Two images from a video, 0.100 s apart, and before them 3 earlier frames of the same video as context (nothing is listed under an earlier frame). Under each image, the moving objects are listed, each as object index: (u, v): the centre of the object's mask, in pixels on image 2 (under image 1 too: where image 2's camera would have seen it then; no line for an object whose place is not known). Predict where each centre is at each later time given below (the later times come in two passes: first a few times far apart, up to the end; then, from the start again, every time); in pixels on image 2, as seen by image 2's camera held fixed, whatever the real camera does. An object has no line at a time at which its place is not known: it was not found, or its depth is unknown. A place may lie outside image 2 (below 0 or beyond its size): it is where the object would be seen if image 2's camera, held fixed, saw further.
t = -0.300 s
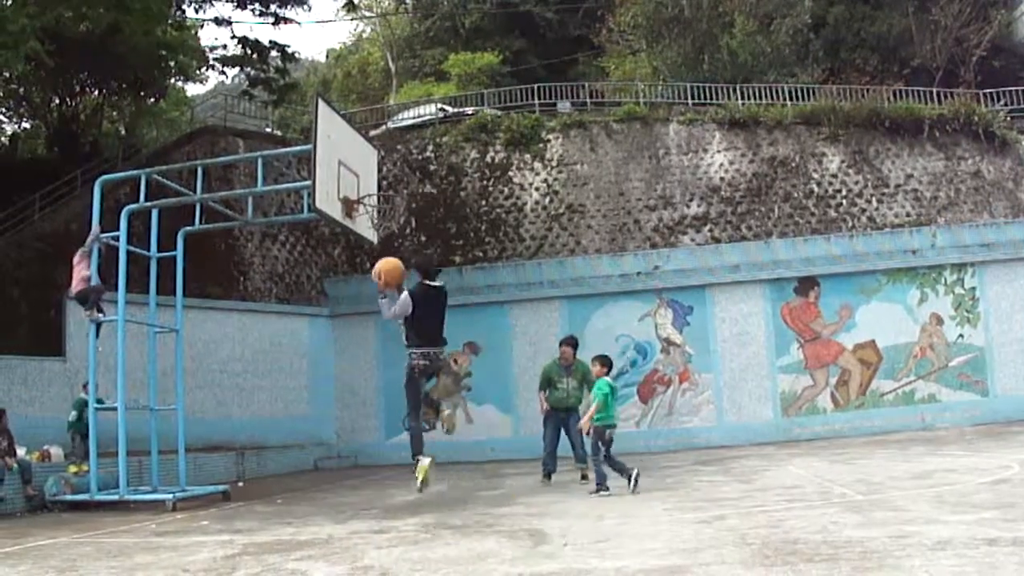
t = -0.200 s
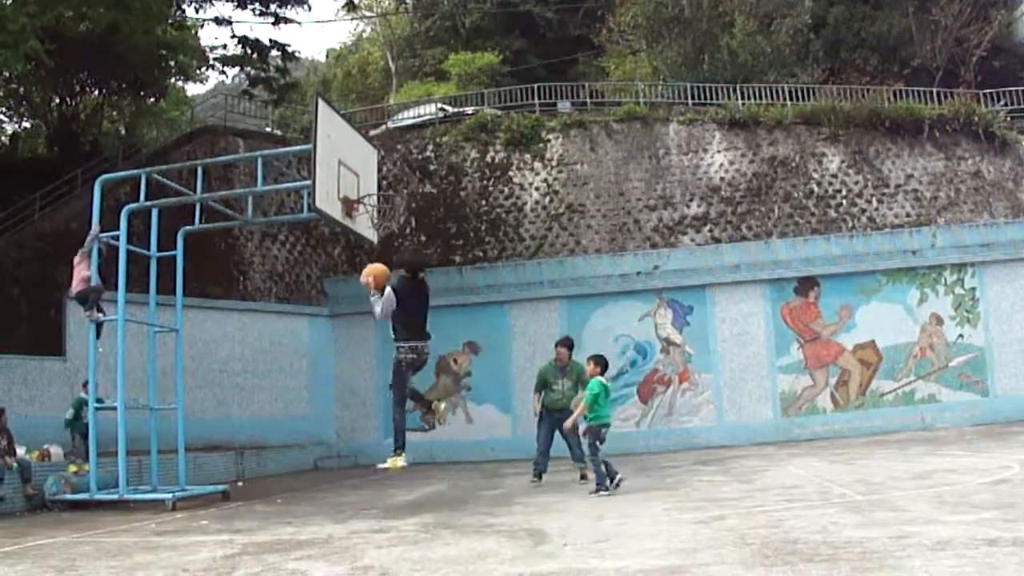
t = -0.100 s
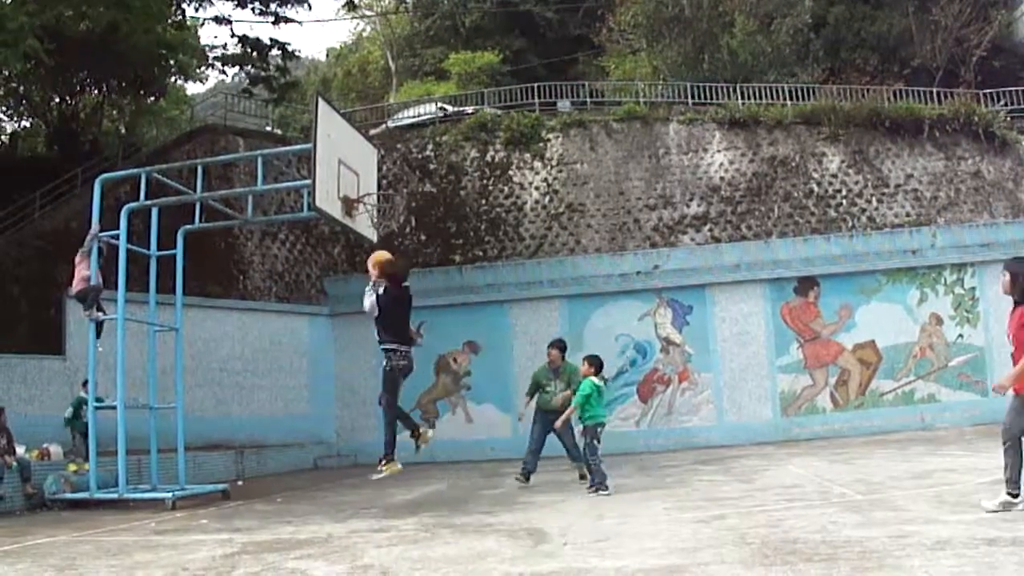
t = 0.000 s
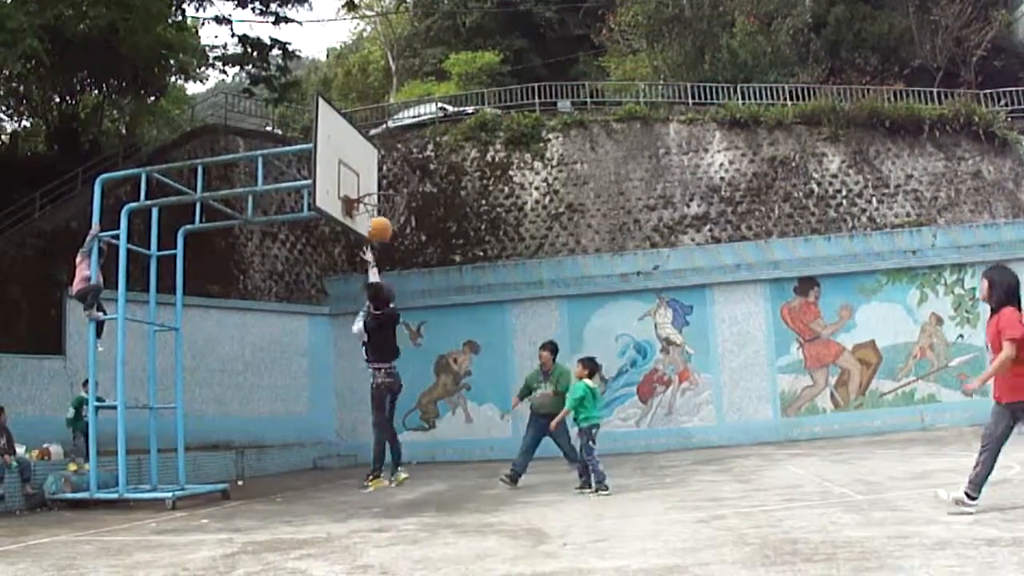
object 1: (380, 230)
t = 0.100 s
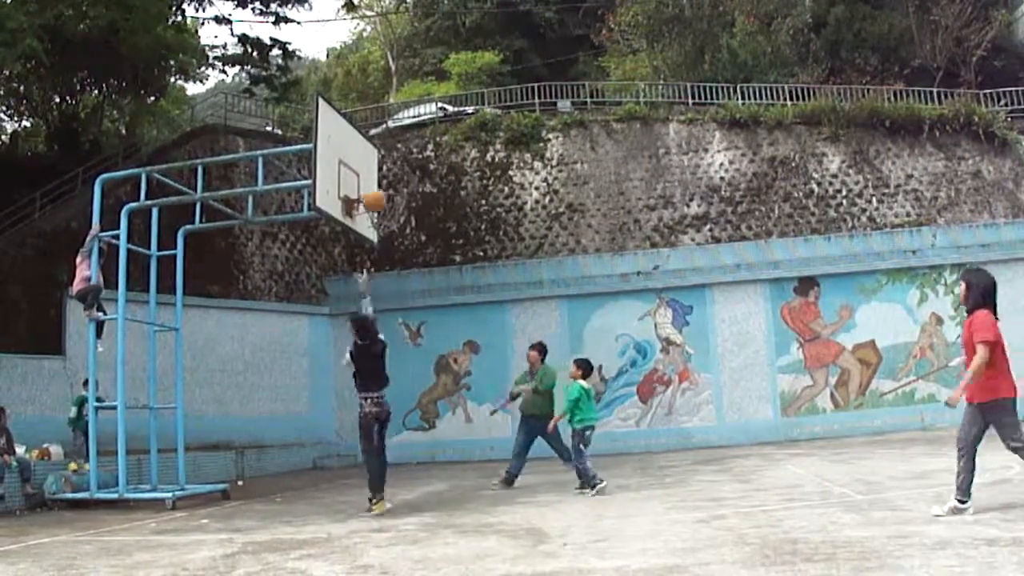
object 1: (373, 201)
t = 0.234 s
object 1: (368, 179)
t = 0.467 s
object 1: (363, 183)
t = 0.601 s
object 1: (380, 189)
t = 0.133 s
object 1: (372, 194)
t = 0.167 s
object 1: (371, 188)
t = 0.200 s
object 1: (370, 184)
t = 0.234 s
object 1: (368, 179)
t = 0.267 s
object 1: (366, 177)
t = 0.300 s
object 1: (366, 176)
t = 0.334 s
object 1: (366, 176)
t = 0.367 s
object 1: (364, 176)
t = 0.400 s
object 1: (362, 177)
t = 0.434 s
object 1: (361, 180)
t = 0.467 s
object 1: (363, 183)
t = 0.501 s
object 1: (367, 185)
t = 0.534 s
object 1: (371, 191)
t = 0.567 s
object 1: (373, 191)
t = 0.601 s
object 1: (380, 189)
